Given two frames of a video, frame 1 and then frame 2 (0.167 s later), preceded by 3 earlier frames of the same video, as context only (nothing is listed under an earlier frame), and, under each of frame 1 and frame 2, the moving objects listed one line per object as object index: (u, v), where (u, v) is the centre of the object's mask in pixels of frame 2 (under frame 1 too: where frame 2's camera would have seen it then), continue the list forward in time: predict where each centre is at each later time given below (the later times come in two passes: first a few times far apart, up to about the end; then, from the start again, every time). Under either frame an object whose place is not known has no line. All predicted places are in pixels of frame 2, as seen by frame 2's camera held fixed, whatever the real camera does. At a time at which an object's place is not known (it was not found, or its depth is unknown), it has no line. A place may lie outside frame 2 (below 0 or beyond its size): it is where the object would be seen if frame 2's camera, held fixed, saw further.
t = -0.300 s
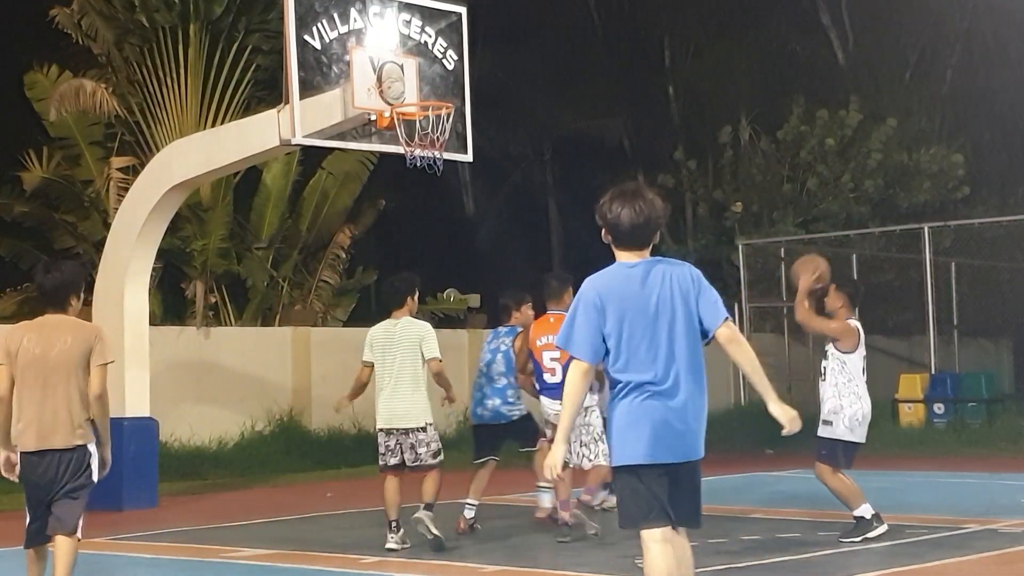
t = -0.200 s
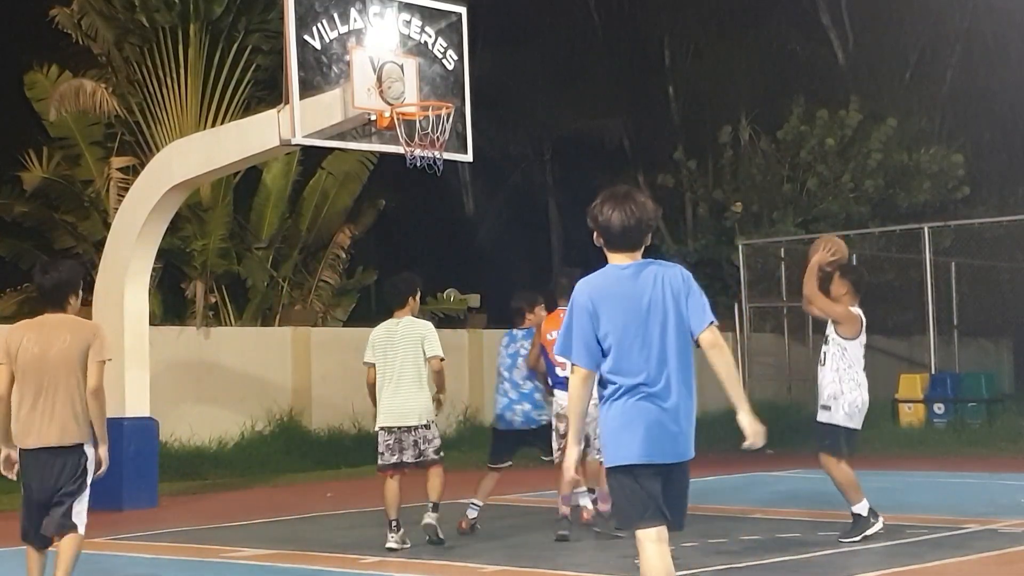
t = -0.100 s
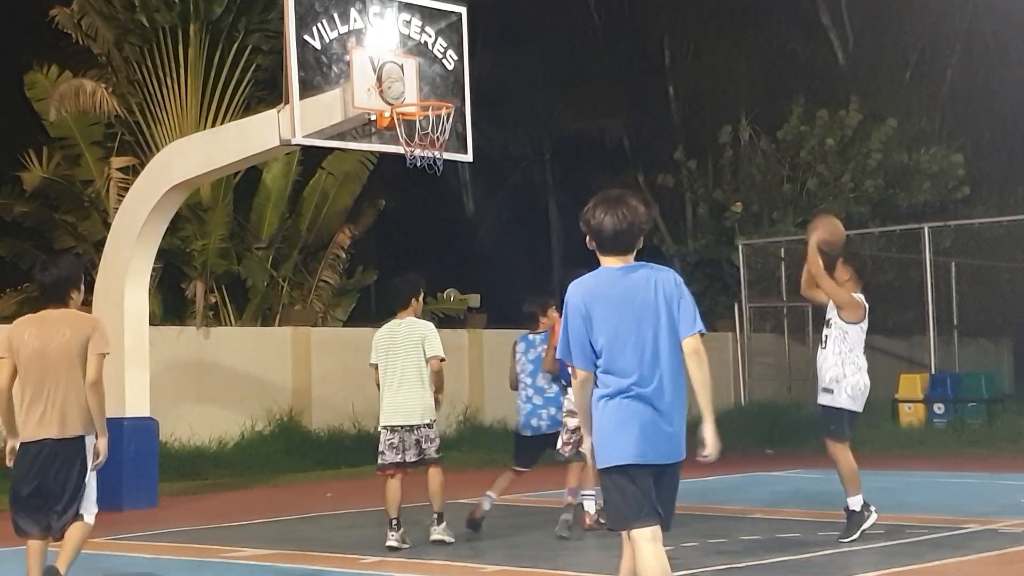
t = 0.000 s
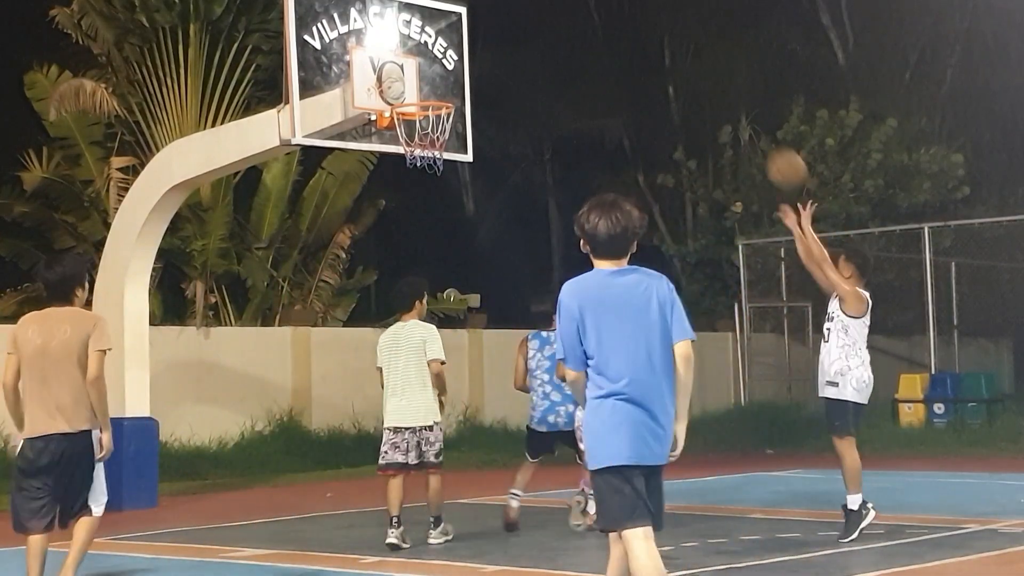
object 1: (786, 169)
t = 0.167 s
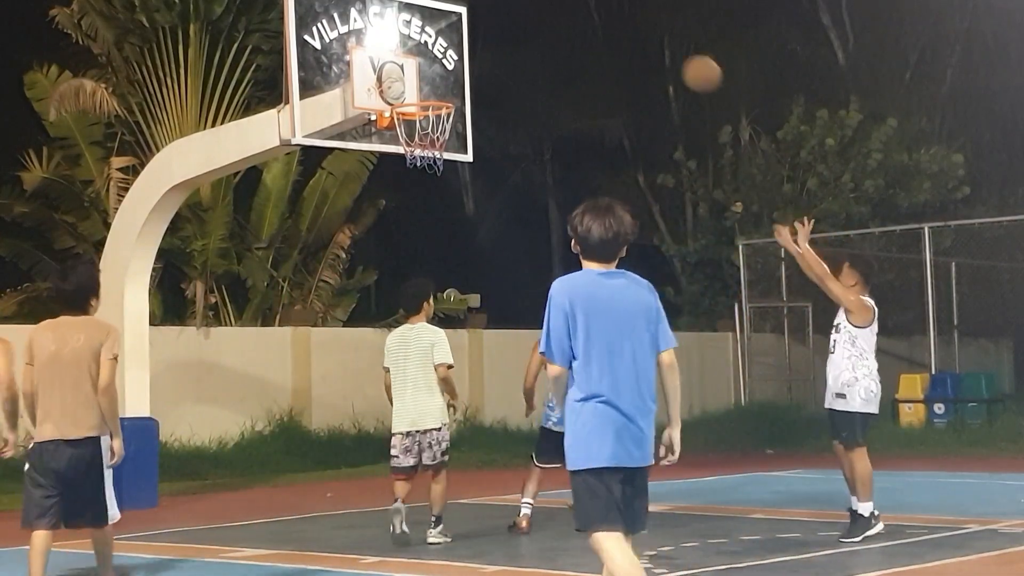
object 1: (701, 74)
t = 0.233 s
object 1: (670, 49)
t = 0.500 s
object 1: (552, 16)
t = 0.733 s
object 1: (462, 64)
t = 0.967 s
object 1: (411, 94)
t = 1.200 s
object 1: (444, 89)
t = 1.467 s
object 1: (476, 129)
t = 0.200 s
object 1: (685, 61)
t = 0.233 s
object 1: (670, 49)
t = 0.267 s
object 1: (654, 40)
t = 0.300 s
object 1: (639, 32)
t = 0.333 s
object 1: (624, 25)
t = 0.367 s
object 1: (609, 20)
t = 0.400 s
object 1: (594, 17)
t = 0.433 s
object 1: (580, 15)
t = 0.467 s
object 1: (566, 15)
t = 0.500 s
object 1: (552, 16)
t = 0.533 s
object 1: (539, 18)
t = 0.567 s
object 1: (525, 21)
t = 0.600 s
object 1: (512, 27)
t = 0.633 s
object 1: (499, 34)
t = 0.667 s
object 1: (486, 42)
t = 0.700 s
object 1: (475, 52)
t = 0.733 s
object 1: (462, 64)
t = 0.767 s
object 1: (447, 76)
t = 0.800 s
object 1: (436, 88)
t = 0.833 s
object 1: (429, 89)
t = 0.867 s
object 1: (421, 89)
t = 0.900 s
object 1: (414, 94)
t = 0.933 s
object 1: (405, 95)
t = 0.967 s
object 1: (411, 94)
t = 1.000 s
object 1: (419, 93)
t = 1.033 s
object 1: (427, 91)
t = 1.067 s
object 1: (433, 92)
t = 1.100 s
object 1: (435, 91)
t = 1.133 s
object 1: (438, 90)
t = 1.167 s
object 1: (442, 89)
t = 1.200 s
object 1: (444, 89)
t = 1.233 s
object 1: (449, 90)
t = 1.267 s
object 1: (452, 92)
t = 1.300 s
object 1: (457, 95)
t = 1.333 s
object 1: (462, 99)
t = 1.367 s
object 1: (466, 104)
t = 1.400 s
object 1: (470, 111)
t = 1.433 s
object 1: (472, 120)
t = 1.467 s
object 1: (476, 129)
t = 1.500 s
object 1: (481, 139)
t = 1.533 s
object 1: (485, 151)
